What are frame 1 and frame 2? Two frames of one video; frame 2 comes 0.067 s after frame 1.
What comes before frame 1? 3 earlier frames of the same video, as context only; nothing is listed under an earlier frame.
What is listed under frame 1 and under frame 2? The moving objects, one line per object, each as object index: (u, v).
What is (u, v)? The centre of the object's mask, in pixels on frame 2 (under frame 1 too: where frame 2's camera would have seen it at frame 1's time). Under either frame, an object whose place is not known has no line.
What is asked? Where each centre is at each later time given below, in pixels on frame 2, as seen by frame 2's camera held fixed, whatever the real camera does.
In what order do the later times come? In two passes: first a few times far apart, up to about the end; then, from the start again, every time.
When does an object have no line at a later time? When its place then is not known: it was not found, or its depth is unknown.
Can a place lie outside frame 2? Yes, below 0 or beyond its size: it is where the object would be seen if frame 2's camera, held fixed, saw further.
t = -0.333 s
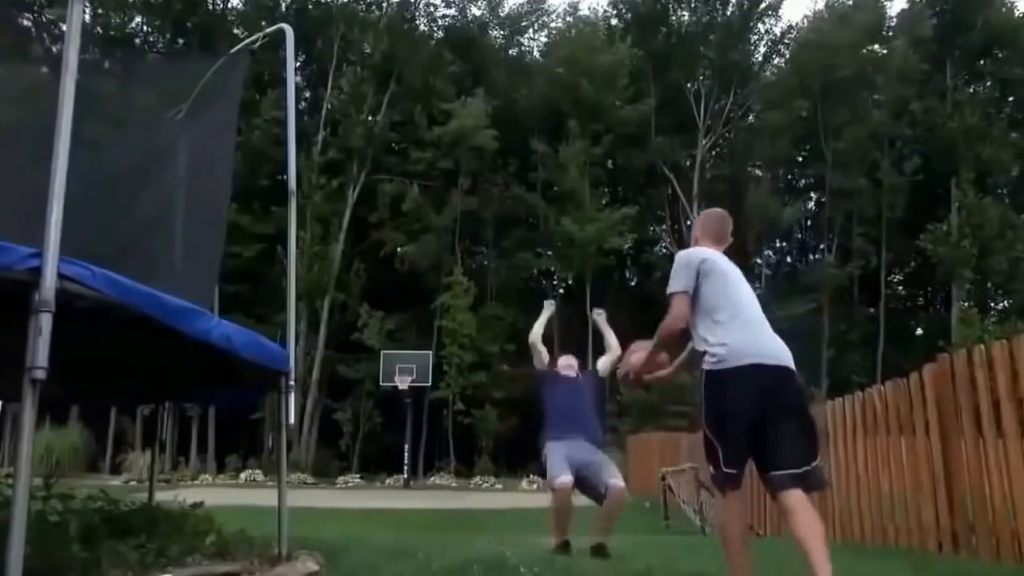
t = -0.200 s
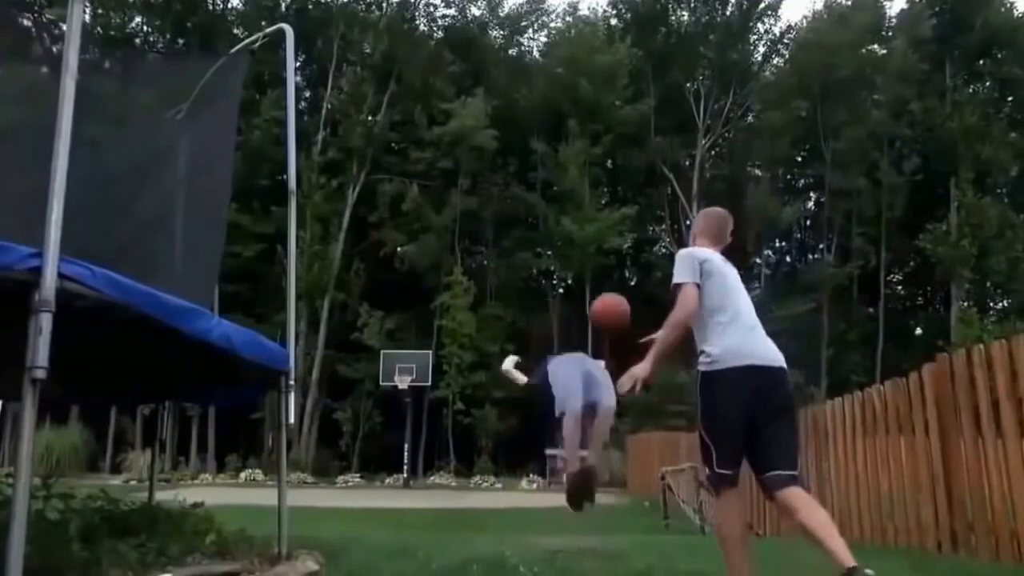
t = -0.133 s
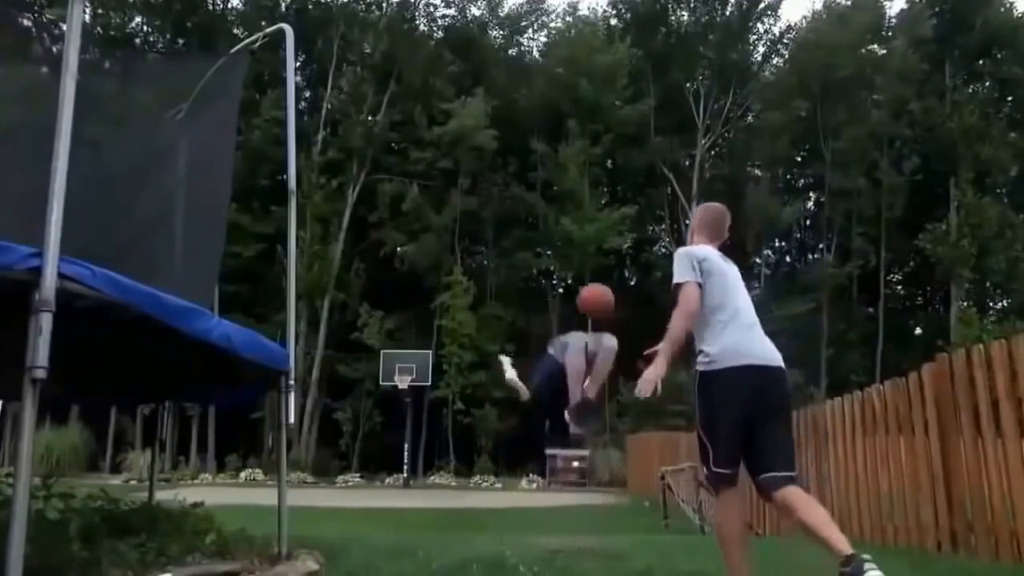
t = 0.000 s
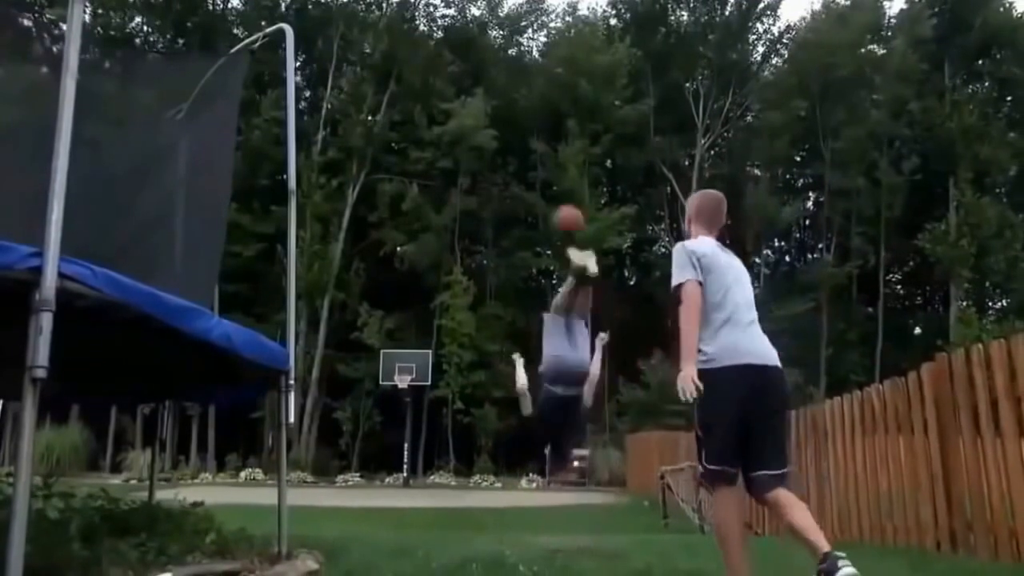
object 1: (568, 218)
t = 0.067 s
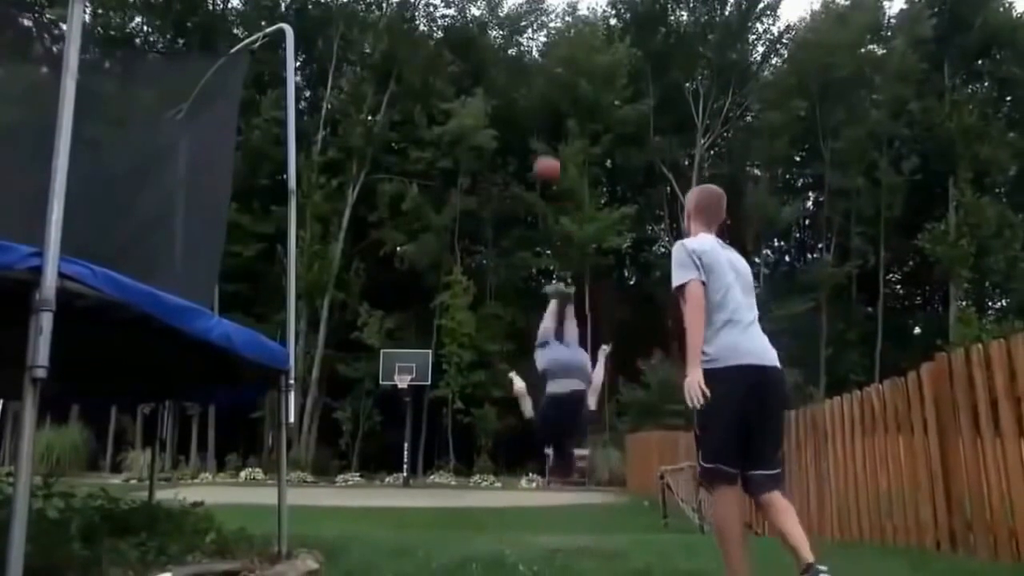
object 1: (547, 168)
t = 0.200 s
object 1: (517, 105)
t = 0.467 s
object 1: (483, 57)
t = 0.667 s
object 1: (467, 56)
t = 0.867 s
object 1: (454, 71)
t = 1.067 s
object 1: (445, 97)
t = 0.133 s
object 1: (531, 132)
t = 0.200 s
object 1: (517, 105)
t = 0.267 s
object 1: (507, 86)
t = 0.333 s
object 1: (499, 73)
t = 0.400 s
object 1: (491, 63)
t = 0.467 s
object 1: (483, 57)
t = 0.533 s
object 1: (478, 54)
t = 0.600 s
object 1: (472, 54)
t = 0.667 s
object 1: (467, 56)
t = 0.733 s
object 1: (462, 59)
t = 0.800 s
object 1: (458, 64)
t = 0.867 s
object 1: (454, 71)
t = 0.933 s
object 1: (452, 78)
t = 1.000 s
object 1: (448, 87)
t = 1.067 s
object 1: (445, 97)
